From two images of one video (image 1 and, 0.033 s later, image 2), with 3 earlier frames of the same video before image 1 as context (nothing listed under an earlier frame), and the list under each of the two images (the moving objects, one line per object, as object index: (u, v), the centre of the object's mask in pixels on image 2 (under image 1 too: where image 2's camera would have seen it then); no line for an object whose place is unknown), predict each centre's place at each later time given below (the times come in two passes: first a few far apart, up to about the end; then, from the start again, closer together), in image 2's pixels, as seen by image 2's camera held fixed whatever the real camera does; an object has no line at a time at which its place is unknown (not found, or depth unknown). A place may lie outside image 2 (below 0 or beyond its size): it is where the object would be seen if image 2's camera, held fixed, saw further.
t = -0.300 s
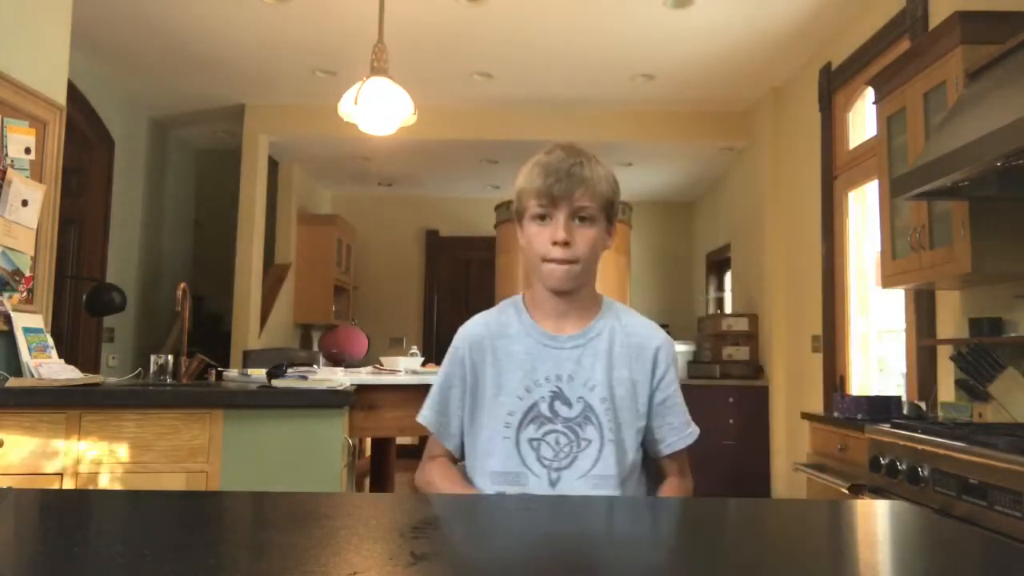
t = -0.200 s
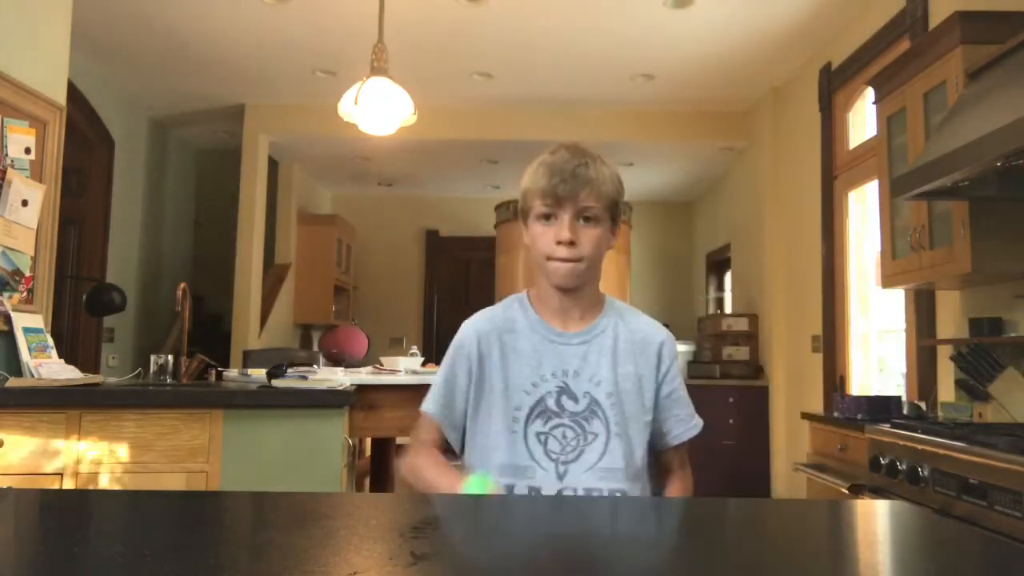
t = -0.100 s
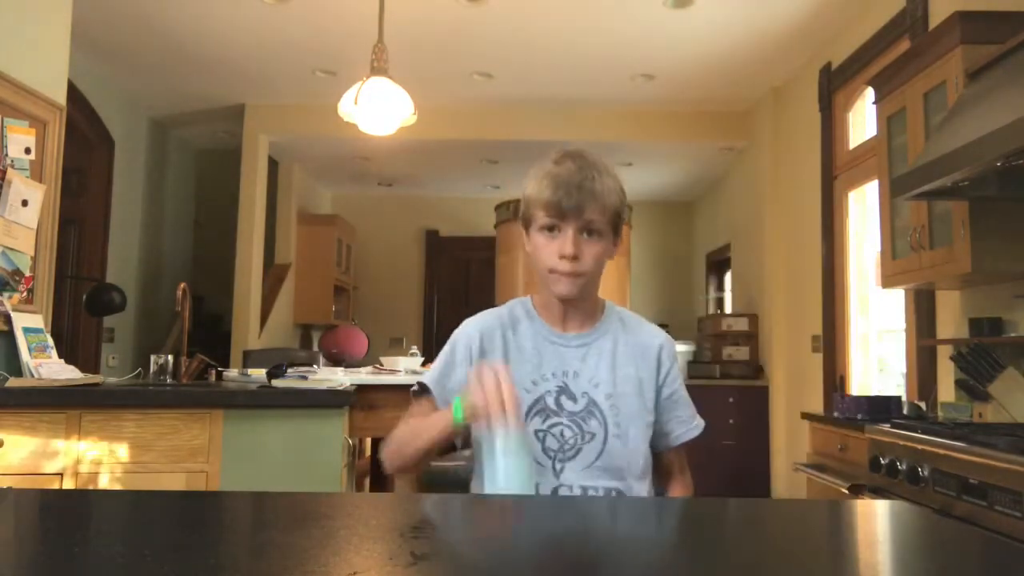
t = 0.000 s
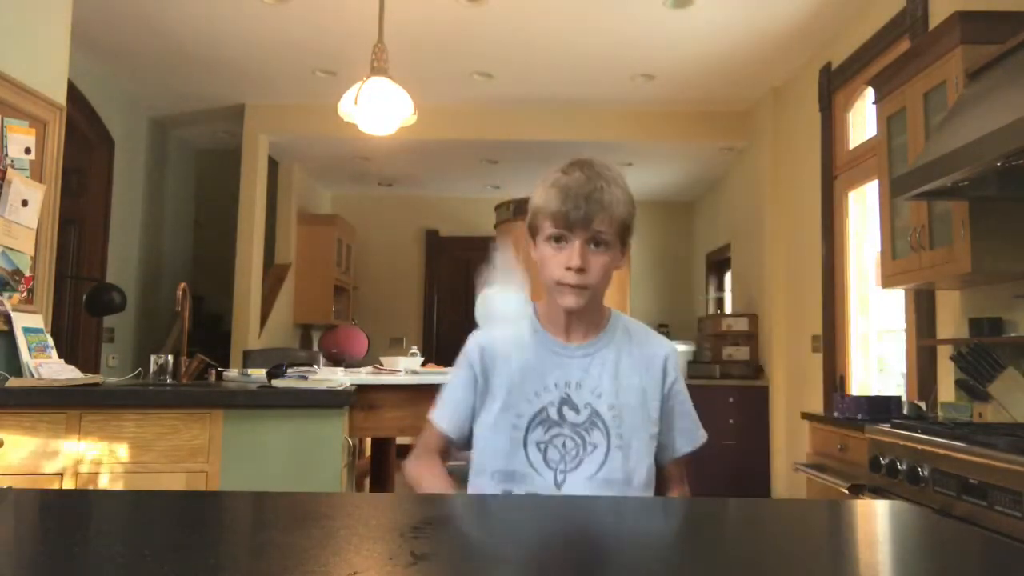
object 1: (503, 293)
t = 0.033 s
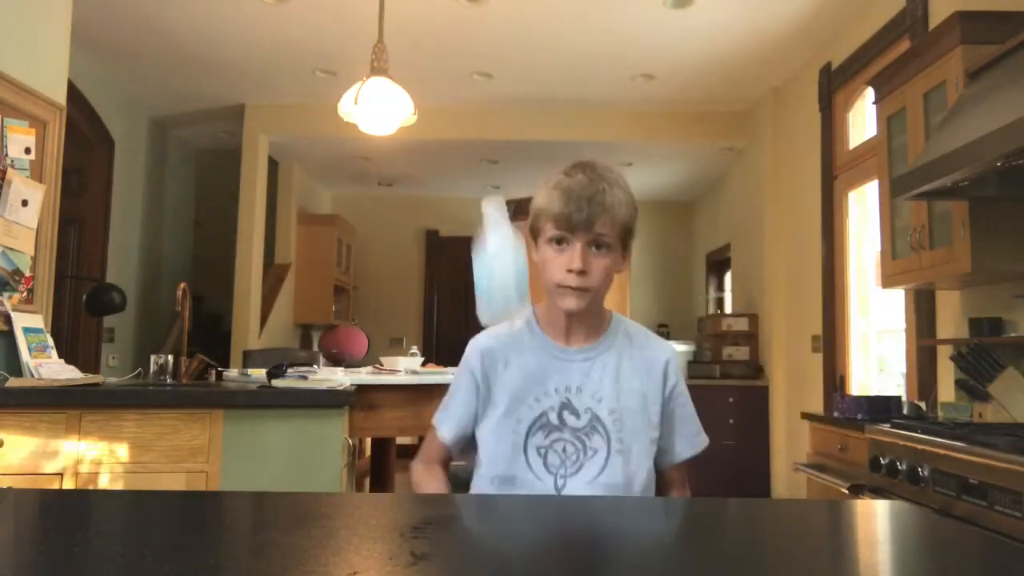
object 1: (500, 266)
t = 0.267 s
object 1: (477, 293)
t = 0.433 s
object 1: (456, 433)
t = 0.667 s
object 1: (445, 437)
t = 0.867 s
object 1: (444, 437)
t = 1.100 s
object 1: (444, 437)
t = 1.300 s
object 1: (444, 437)
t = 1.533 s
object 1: (444, 437)
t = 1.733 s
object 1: (445, 437)
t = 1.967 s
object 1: (445, 437)
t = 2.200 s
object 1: (445, 437)
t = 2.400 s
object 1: (445, 437)
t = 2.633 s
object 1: (445, 437)
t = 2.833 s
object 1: (445, 437)
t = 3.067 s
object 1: (445, 437)
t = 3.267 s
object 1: (445, 437)
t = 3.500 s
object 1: (444, 437)
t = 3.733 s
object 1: (445, 437)
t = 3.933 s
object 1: (445, 437)
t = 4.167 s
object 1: (445, 437)
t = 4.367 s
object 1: (445, 437)
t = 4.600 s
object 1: (445, 437)
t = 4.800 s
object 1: (445, 437)
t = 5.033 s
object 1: (445, 437)
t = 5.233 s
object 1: (445, 437)
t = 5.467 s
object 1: (445, 437)
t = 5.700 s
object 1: (445, 437)
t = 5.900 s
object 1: (445, 437)
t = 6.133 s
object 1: (445, 437)
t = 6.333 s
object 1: (445, 437)
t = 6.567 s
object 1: (445, 437)
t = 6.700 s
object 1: (445, 437)
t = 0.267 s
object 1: (477, 293)
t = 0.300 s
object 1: (473, 337)
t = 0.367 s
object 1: (464, 444)
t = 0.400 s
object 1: (458, 446)
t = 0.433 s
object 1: (456, 433)
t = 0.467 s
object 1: (453, 435)
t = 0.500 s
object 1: (449, 435)
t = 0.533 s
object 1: (446, 436)
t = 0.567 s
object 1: (445, 437)
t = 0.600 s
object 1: (445, 437)
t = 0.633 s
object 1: (445, 437)
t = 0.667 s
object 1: (445, 437)
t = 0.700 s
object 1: (445, 437)
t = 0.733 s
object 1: (444, 437)
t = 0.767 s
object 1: (445, 437)
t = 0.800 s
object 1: (444, 437)
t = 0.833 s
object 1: (444, 437)
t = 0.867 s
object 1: (444, 437)
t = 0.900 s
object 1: (444, 437)
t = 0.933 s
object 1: (444, 437)
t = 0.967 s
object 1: (444, 437)
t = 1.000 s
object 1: (444, 437)
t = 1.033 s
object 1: (444, 437)
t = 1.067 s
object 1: (444, 437)
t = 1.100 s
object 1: (444, 437)
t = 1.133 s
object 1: (444, 437)
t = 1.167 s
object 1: (444, 437)
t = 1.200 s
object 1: (444, 437)
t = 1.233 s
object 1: (444, 437)
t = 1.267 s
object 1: (444, 437)
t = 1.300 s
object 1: (444, 437)
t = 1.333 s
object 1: (444, 437)
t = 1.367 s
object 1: (444, 437)
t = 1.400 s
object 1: (445, 437)
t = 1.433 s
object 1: (445, 437)
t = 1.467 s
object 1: (444, 437)
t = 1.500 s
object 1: (445, 437)
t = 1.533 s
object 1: (444, 437)
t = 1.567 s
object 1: (444, 437)
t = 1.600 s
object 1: (445, 437)
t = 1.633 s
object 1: (444, 437)
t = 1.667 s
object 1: (445, 437)
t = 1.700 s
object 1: (445, 437)
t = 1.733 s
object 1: (445, 437)
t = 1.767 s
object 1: (445, 437)
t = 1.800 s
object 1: (445, 437)
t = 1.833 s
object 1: (445, 437)
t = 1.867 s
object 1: (445, 437)
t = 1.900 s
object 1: (445, 437)
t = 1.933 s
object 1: (445, 437)
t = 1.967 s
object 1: (445, 437)
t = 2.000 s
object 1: (445, 437)
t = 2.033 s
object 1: (445, 437)
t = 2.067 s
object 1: (445, 437)
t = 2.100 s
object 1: (445, 437)
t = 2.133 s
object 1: (445, 437)
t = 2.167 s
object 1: (445, 437)
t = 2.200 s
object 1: (445, 437)
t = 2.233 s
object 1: (445, 437)
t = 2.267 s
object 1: (445, 437)
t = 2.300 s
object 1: (445, 437)
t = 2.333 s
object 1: (445, 437)
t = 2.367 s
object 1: (445, 437)
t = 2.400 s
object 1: (445, 437)
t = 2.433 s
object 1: (445, 437)
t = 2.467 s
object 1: (444, 437)
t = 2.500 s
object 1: (445, 437)
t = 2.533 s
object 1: (445, 437)
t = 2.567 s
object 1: (445, 437)
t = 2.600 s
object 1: (445, 437)
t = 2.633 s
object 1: (445, 437)
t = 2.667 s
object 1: (445, 437)
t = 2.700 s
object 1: (445, 437)
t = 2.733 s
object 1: (445, 437)
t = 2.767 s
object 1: (445, 437)
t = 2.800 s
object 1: (445, 437)
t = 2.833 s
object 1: (445, 437)
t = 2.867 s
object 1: (445, 437)
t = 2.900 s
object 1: (445, 437)
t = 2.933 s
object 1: (444, 437)
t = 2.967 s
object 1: (445, 437)
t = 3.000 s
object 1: (445, 437)
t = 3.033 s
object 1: (445, 437)
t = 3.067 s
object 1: (445, 437)
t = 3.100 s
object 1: (445, 437)
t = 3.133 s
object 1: (445, 437)
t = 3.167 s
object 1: (445, 437)
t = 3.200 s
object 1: (445, 437)
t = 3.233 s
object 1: (445, 437)
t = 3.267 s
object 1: (445, 437)
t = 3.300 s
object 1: (445, 437)
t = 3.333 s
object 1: (445, 437)
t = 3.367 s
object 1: (445, 437)
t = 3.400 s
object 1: (445, 437)
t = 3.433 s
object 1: (445, 437)
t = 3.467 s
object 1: (445, 437)
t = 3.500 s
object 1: (444, 437)
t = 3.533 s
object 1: (445, 437)
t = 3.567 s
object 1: (445, 437)
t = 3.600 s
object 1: (445, 437)
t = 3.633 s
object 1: (445, 437)
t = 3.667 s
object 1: (445, 437)
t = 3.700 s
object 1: (445, 437)
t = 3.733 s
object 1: (445, 437)
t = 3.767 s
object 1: (445, 437)
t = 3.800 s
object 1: (445, 437)
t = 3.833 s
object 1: (445, 437)
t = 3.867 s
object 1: (445, 437)
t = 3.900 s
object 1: (445, 437)
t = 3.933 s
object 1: (445, 437)
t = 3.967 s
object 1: (445, 437)
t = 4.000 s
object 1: (445, 437)
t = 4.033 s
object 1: (445, 437)
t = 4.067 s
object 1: (445, 437)
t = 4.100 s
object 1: (445, 437)
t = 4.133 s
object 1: (445, 437)
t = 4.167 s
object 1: (445, 437)
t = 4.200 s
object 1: (445, 437)
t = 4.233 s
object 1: (445, 437)
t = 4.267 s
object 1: (445, 437)
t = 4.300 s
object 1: (445, 437)
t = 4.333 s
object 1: (445, 437)
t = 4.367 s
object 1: (445, 437)
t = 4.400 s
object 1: (445, 437)
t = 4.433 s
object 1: (445, 437)
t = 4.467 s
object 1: (445, 437)
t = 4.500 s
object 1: (445, 437)
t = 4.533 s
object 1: (445, 437)
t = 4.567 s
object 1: (445, 437)
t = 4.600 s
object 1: (445, 437)
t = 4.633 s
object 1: (445, 437)
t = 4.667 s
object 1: (445, 437)
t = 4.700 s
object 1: (445, 437)
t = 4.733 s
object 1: (445, 437)
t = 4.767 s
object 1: (445, 437)
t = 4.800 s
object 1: (445, 437)
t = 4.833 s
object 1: (445, 437)
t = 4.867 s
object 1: (445, 437)
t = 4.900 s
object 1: (445, 437)
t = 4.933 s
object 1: (445, 437)
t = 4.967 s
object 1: (445, 437)
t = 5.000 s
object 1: (445, 437)
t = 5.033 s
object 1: (445, 437)
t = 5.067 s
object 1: (445, 437)
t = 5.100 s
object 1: (445, 437)
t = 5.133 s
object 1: (445, 437)
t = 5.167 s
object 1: (445, 437)
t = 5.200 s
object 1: (445, 437)
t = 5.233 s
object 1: (445, 437)
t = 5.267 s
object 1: (445, 437)
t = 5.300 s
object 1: (445, 437)
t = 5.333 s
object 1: (445, 437)
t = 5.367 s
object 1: (445, 437)
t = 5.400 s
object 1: (445, 437)
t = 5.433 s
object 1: (445, 437)
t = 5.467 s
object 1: (445, 437)
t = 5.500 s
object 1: (445, 437)
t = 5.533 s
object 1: (445, 437)
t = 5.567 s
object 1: (445, 437)
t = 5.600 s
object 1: (445, 437)
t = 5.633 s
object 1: (445, 437)
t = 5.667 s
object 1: (445, 437)
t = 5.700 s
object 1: (445, 437)
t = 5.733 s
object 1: (445, 437)
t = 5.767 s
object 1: (445, 437)
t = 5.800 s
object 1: (445, 437)
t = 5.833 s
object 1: (445, 437)
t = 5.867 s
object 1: (445, 437)
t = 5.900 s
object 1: (445, 437)
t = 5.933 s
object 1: (445, 437)
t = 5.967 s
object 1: (445, 437)
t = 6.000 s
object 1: (445, 437)
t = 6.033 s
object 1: (445, 437)
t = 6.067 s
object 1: (445, 437)
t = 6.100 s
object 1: (445, 437)
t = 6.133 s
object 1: (445, 437)
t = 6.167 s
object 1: (445, 437)
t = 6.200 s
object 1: (445, 437)
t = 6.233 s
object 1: (445, 437)
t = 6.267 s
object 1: (445, 437)
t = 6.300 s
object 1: (445, 437)
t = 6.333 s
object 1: (445, 437)
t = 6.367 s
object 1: (445, 437)
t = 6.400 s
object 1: (445, 437)
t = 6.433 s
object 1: (445, 437)
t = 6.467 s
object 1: (445, 437)
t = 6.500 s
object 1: (445, 437)
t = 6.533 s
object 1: (445, 437)
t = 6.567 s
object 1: (445, 437)
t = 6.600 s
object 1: (445, 437)
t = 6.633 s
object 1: (445, 437)
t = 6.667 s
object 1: (445, 437)
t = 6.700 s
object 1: (445, 437)
